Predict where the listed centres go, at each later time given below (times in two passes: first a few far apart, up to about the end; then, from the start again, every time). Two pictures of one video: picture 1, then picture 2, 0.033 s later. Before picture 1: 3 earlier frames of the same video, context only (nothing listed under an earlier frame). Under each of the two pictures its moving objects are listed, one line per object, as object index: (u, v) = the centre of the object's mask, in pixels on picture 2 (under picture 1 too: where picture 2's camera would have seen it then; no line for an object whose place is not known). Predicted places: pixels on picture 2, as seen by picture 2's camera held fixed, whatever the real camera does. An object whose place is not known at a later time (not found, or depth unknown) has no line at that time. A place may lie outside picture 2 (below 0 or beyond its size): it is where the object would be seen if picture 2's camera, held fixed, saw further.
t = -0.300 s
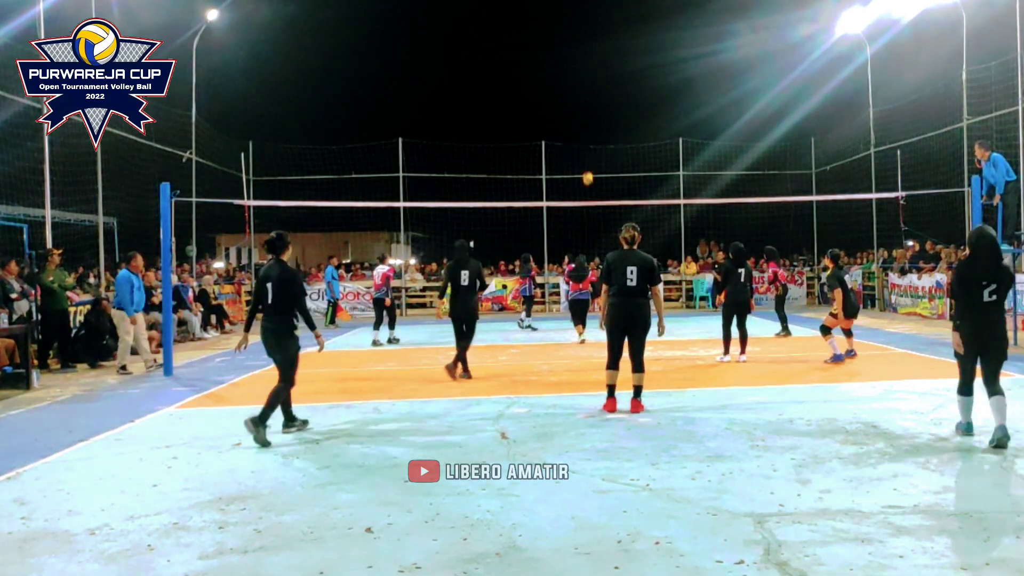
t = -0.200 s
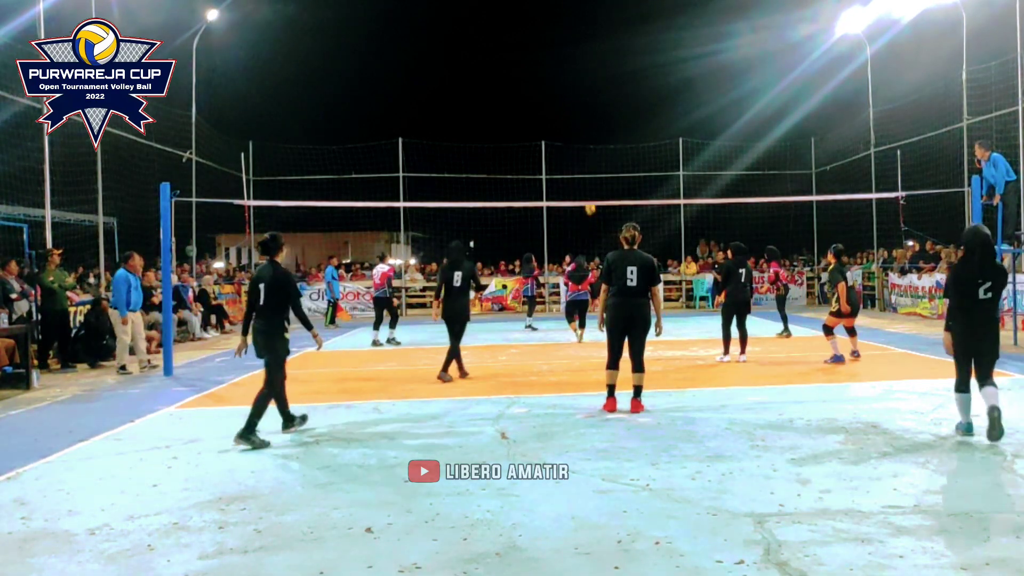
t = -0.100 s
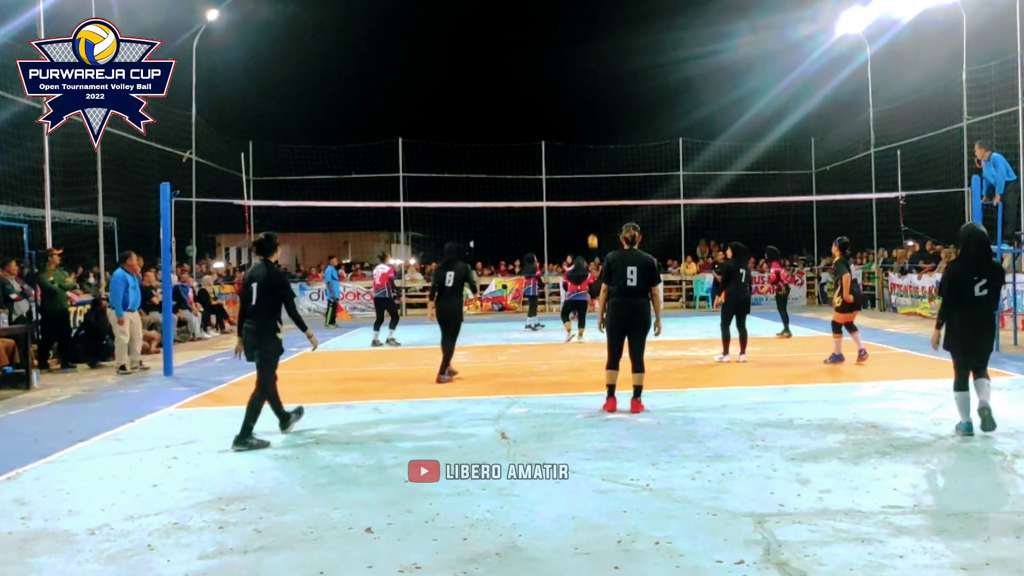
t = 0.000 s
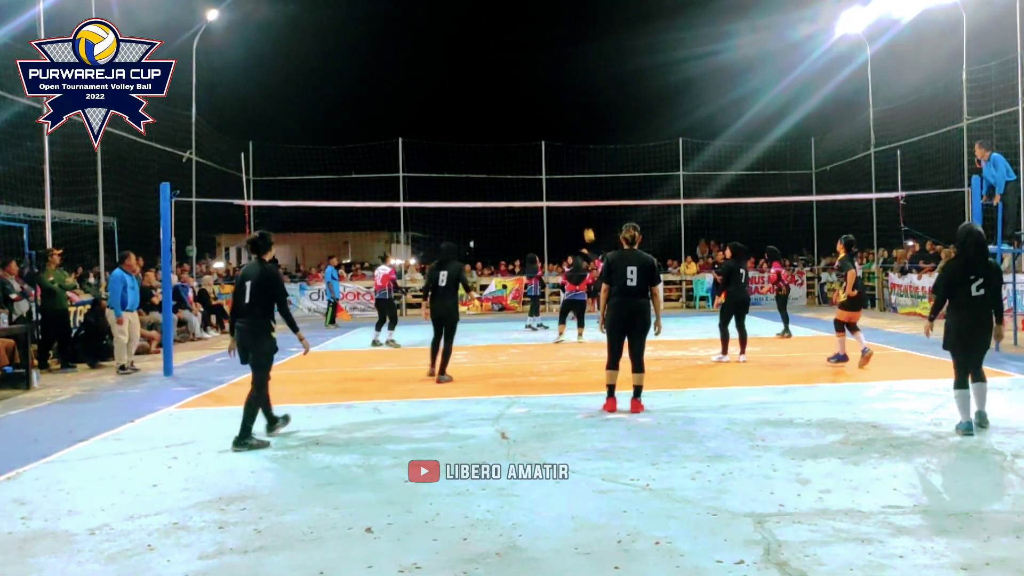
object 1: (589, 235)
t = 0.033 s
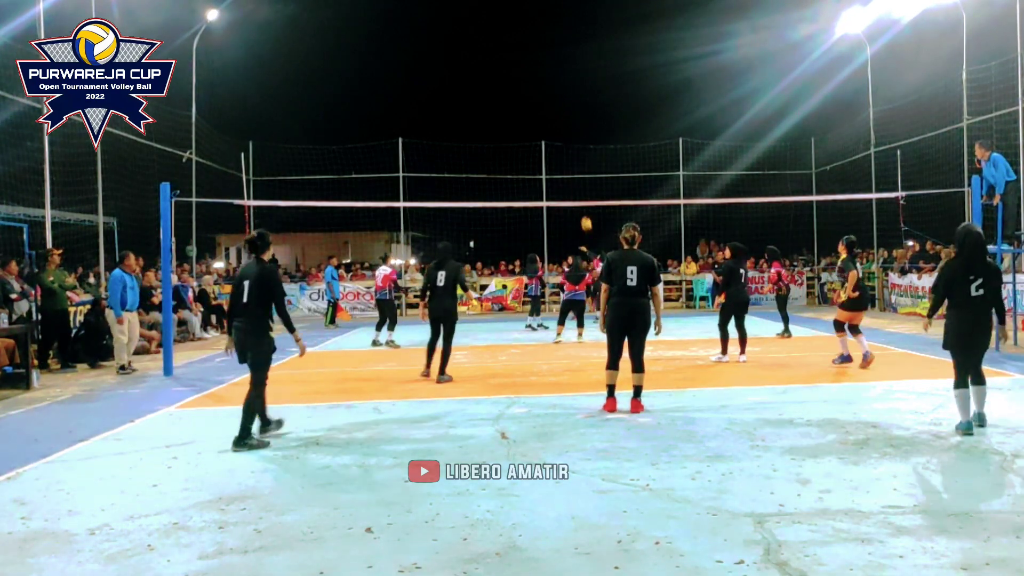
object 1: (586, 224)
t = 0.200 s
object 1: (571, 170)
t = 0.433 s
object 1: (551, 113)
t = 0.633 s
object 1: (531, 83)
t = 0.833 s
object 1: (511, 71)
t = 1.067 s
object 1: (487, 86)
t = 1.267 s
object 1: (464, 128)
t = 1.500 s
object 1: (437, 213)
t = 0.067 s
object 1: (583, 213)
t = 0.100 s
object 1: (580, 201)
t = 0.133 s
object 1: (577, 190)
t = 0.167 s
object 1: (574, 180)
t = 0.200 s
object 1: (571, 170)
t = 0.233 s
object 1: (568, 161)
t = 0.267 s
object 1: (565, 152)
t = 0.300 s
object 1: (562, 143)
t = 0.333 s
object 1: (559, 135)
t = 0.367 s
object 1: (557, 127)
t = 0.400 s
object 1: (554, 120)
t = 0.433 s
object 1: (551, 113)
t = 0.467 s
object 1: (547, 107)
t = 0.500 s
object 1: (544, 101)
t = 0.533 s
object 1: (541, 96)
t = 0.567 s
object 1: (538, 91)
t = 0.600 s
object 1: (535, 87)
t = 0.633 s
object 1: (531, 83)
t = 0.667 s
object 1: (528, 79)
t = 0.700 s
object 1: (525, 77)
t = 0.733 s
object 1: (521, 74)
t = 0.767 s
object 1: (518, 73)
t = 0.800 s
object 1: (515, 72)
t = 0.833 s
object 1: (511, 71)
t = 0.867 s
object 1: (507, 71)
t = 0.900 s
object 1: (504, 72)
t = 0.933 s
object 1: (501, 74)
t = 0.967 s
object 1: (497, 76)
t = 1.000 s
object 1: (494, 79)
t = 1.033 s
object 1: (490, 83)
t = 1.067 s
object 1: (487, 86)
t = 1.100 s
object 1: (483, 92)
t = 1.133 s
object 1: (479, 97)
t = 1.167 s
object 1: (476, 104)
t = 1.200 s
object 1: (472, 111)
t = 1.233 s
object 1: (468, 119)
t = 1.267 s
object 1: (464, 128)
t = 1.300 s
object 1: (461, 137)
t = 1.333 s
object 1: (457, 147)
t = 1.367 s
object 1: (453, 159)
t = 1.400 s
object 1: (449, 170)
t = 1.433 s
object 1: (445, 183)
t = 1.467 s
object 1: (441, 196)
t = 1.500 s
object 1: (437, 213)
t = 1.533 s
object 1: (433, 227)
